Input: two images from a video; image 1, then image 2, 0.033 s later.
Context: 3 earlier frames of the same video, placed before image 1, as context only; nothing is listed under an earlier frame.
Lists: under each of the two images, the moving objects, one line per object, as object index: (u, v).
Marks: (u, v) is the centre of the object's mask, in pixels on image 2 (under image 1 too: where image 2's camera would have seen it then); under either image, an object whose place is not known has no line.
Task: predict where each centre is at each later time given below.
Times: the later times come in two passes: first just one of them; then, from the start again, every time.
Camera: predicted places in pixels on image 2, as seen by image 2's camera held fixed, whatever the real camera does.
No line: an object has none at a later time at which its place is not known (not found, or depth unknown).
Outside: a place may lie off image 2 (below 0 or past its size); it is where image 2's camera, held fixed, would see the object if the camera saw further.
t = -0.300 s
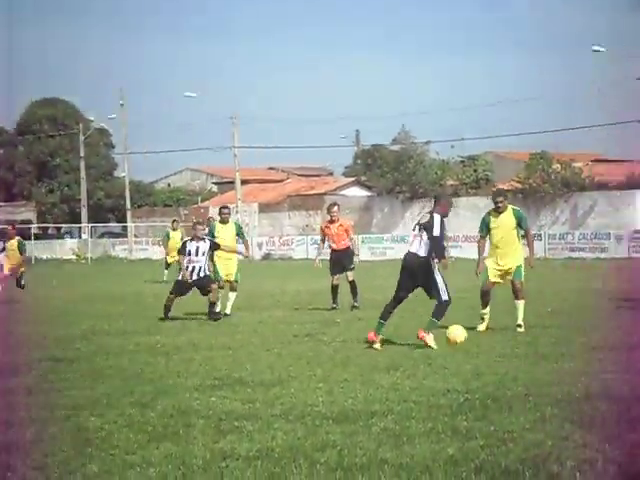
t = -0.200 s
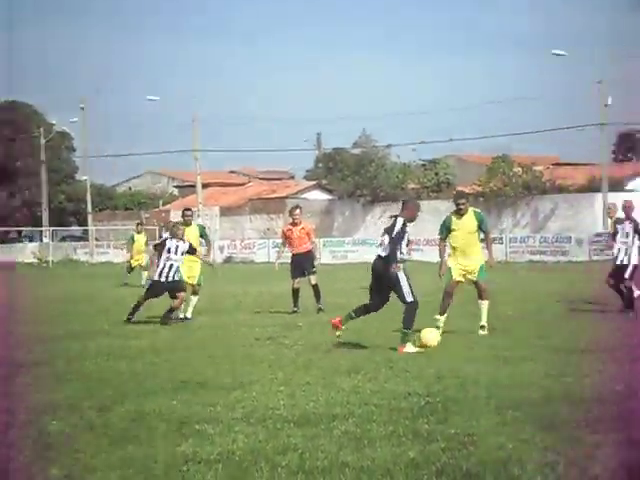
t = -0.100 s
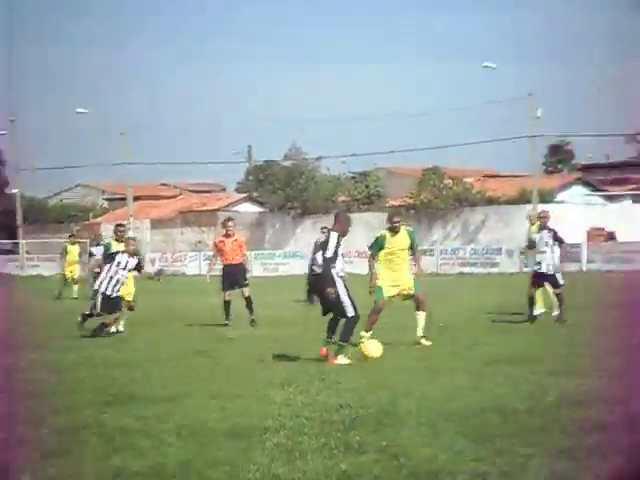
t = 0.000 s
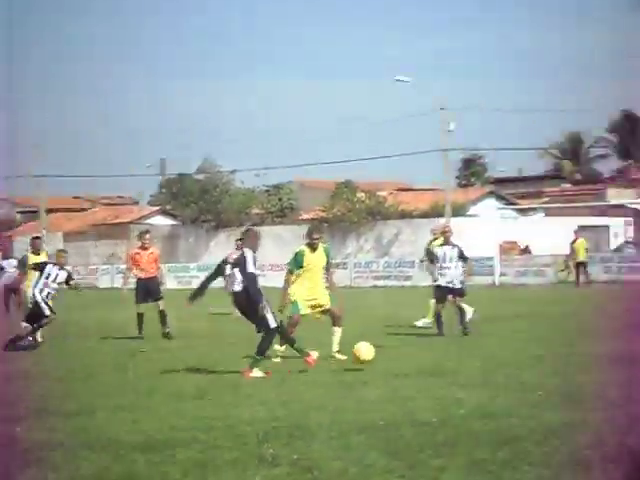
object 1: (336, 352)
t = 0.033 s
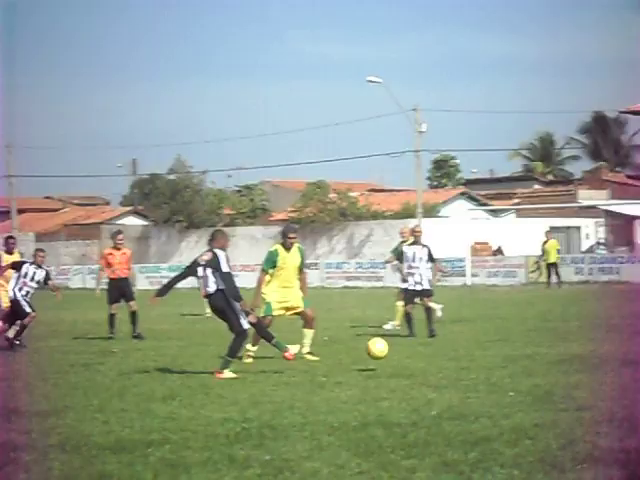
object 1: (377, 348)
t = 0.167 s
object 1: (544, 342)
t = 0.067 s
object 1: (418, 345)
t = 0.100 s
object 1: (460, 342)
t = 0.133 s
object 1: (502, 341)
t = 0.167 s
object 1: (544, 342)
